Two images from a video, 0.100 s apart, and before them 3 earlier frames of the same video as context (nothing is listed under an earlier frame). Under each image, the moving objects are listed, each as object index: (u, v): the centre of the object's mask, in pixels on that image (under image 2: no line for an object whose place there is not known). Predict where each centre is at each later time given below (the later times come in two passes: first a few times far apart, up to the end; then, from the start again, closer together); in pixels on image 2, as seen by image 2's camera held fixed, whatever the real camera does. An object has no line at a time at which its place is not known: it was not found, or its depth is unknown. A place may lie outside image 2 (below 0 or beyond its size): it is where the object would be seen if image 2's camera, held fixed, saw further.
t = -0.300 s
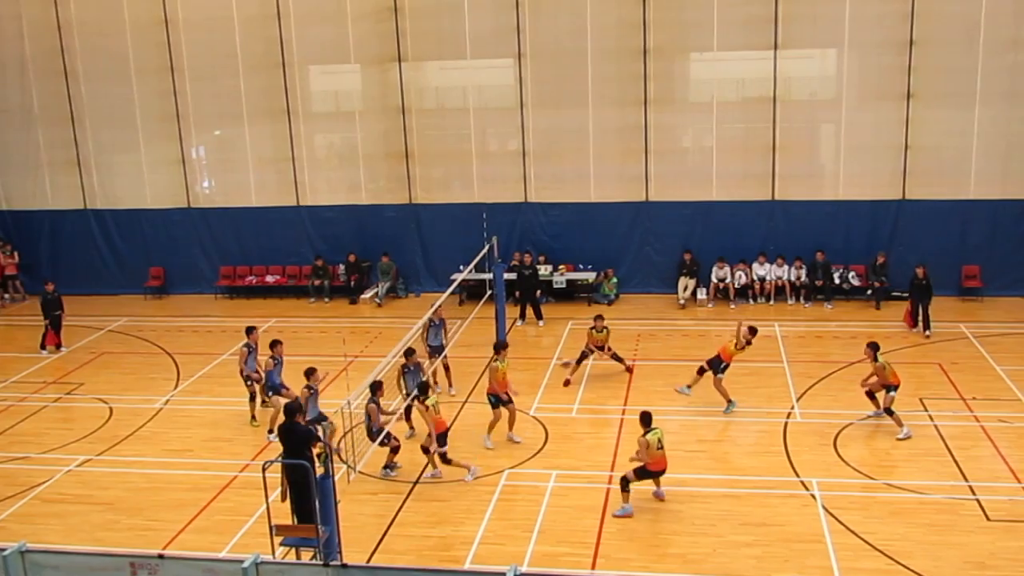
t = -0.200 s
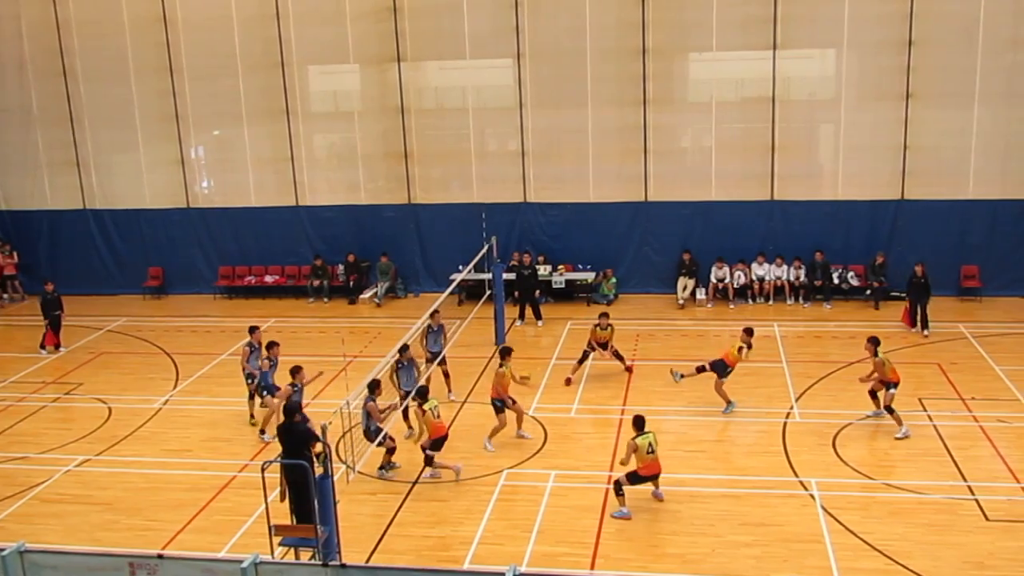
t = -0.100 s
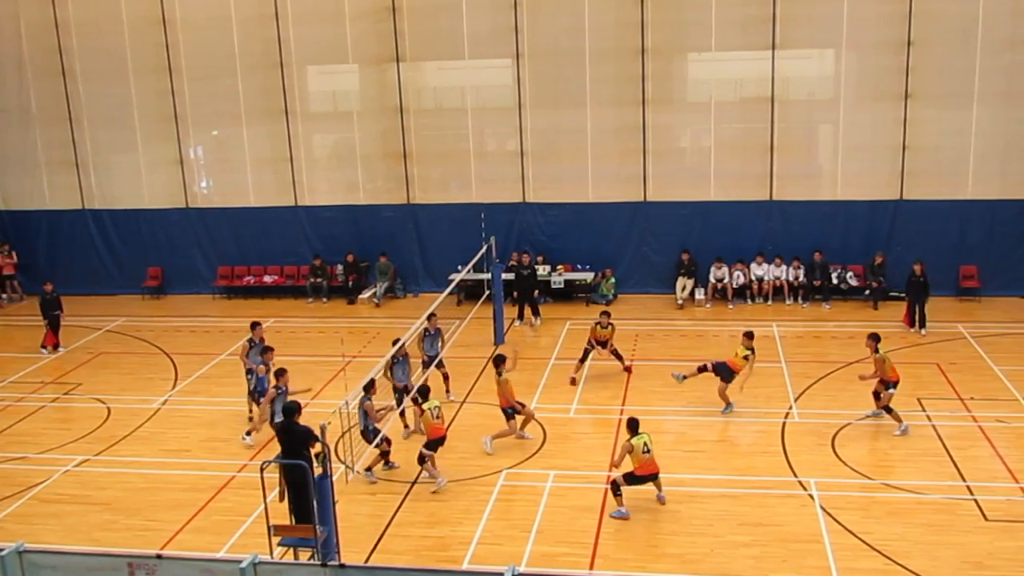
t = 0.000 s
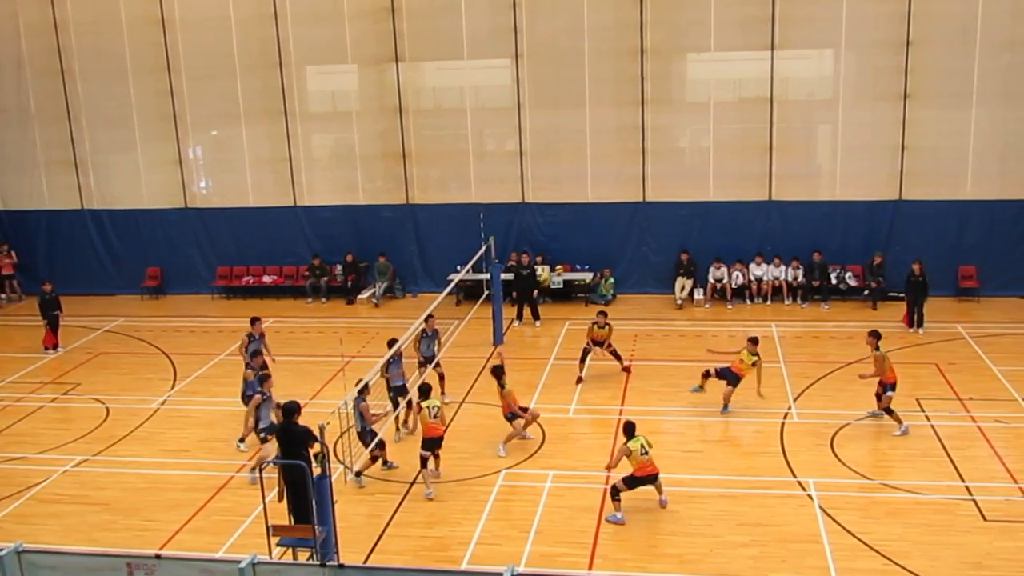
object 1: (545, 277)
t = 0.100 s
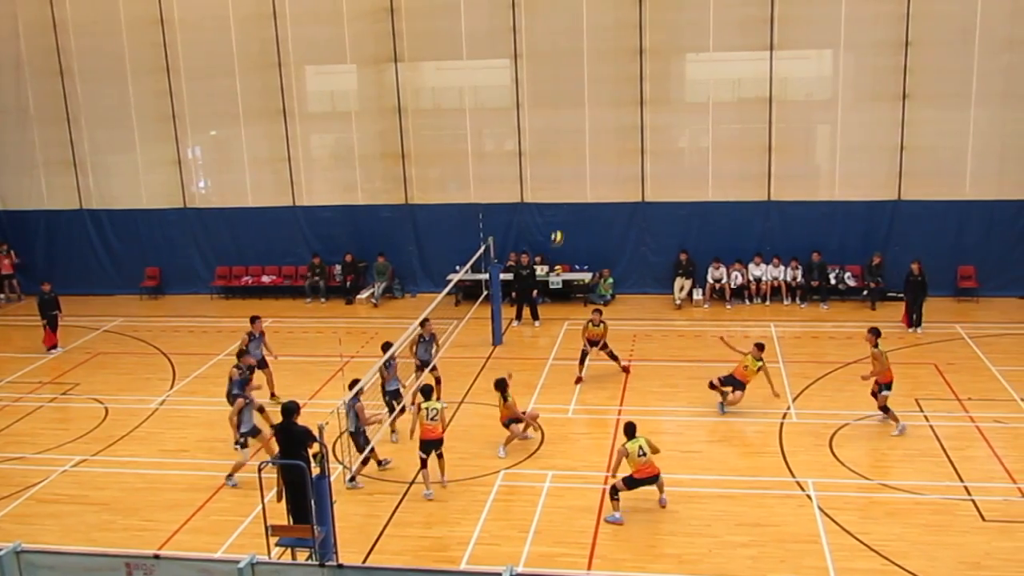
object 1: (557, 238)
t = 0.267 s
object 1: (575, 185)
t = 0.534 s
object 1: (602, 137)
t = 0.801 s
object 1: (626, 127)
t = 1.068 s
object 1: (649, 152)
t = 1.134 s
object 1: (656, 163)
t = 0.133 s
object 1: (560, 225)
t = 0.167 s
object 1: (564, 215)
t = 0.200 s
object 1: (567, 206)
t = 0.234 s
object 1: (571, 195)
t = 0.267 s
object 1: (575, 185)
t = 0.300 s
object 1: (578, 177)
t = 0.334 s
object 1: (582, 169)
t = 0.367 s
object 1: (585, 163)
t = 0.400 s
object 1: (589, 157)
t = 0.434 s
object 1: (592, 150)
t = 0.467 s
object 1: (595, 145)
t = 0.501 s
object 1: (598, 140)
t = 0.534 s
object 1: (602, 137)
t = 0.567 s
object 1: (605, 133)
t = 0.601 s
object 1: (608, 131)
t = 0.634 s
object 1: (611, 129)
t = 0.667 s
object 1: (614, 127)
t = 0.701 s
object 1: (617, 126)
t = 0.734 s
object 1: (620, 126)
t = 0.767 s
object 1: (623, 126)
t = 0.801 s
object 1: (626, 127)
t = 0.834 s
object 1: (629, 128)
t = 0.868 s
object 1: (632, 130)
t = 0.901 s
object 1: (635, 132)
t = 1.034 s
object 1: (646, 147)
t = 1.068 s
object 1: (649, 152)
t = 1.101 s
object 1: (653, 156)
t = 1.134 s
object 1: (656, 163)
